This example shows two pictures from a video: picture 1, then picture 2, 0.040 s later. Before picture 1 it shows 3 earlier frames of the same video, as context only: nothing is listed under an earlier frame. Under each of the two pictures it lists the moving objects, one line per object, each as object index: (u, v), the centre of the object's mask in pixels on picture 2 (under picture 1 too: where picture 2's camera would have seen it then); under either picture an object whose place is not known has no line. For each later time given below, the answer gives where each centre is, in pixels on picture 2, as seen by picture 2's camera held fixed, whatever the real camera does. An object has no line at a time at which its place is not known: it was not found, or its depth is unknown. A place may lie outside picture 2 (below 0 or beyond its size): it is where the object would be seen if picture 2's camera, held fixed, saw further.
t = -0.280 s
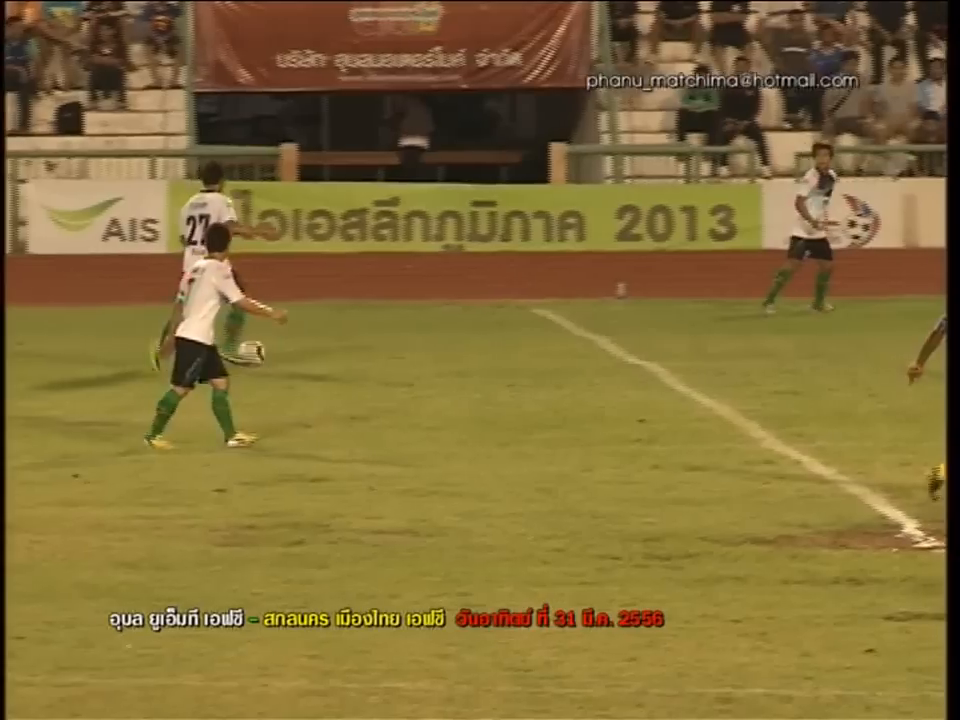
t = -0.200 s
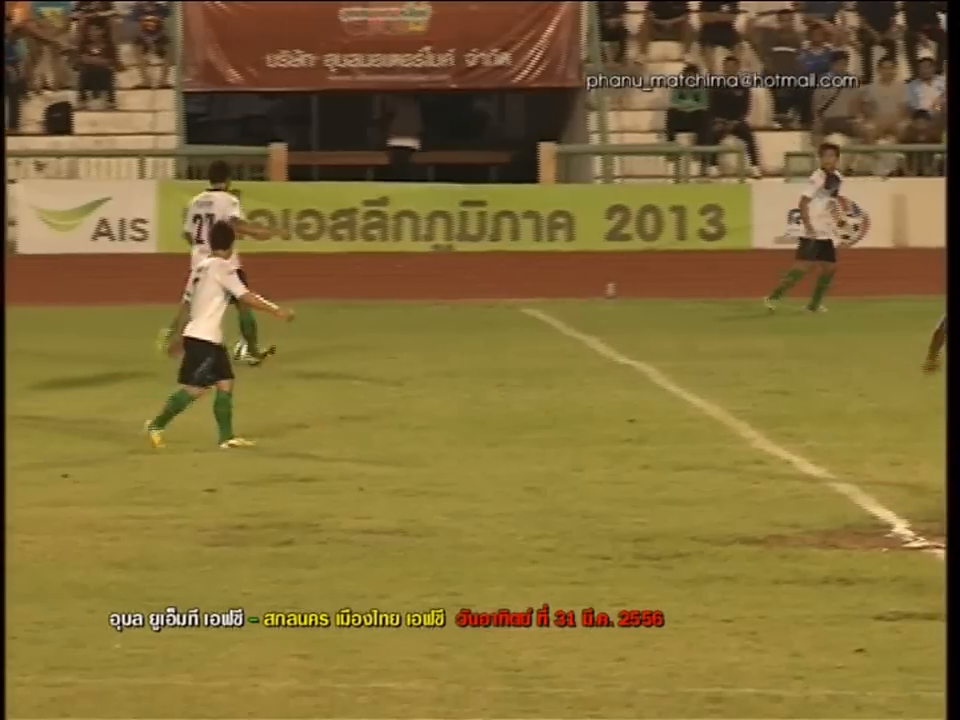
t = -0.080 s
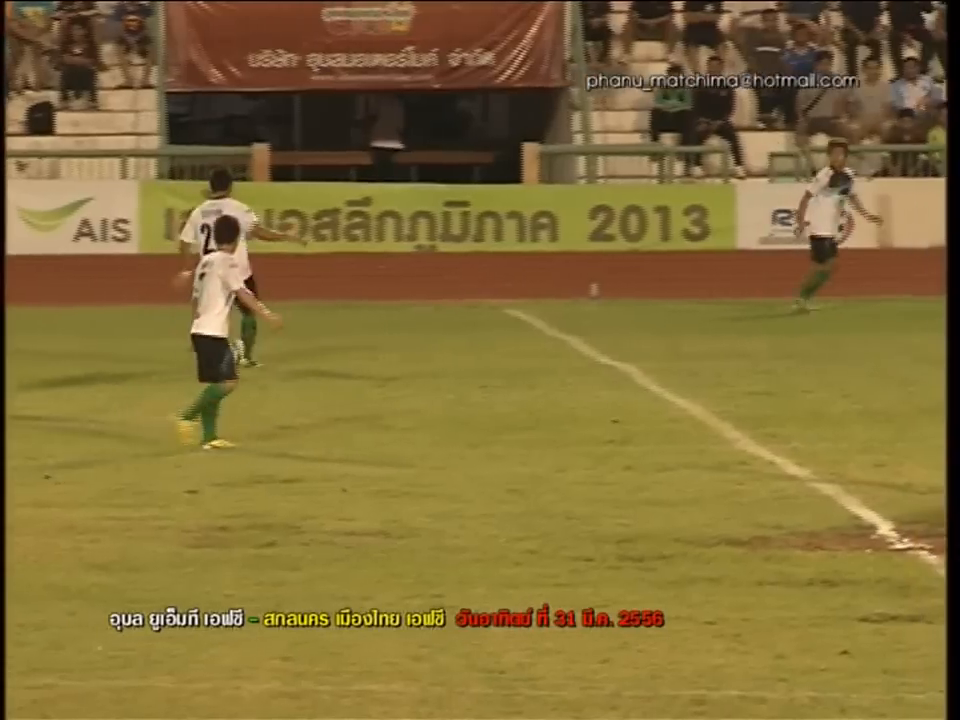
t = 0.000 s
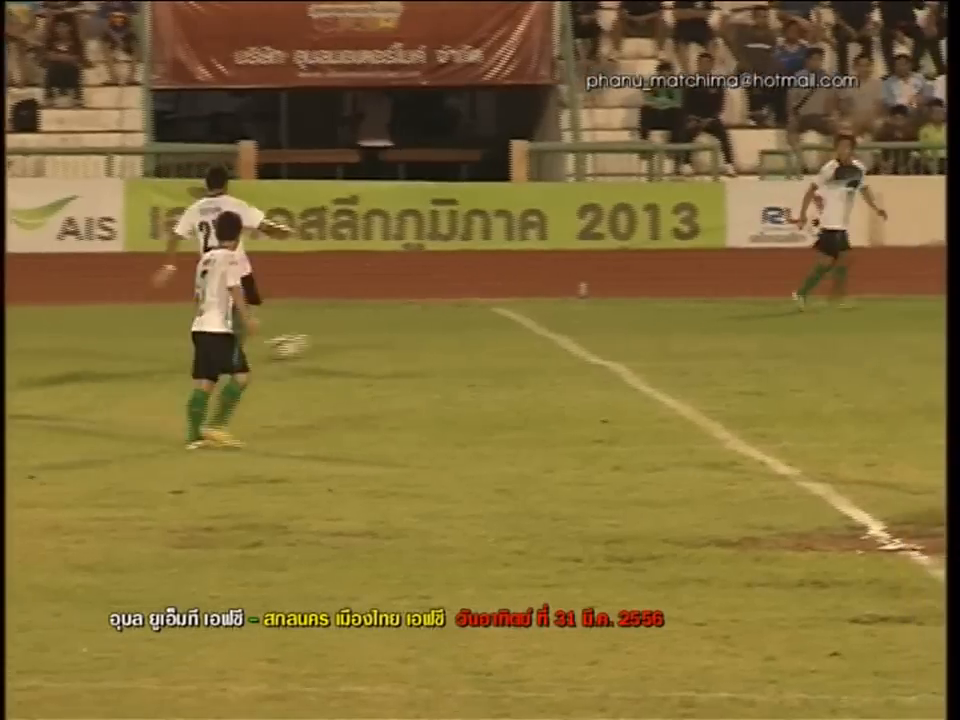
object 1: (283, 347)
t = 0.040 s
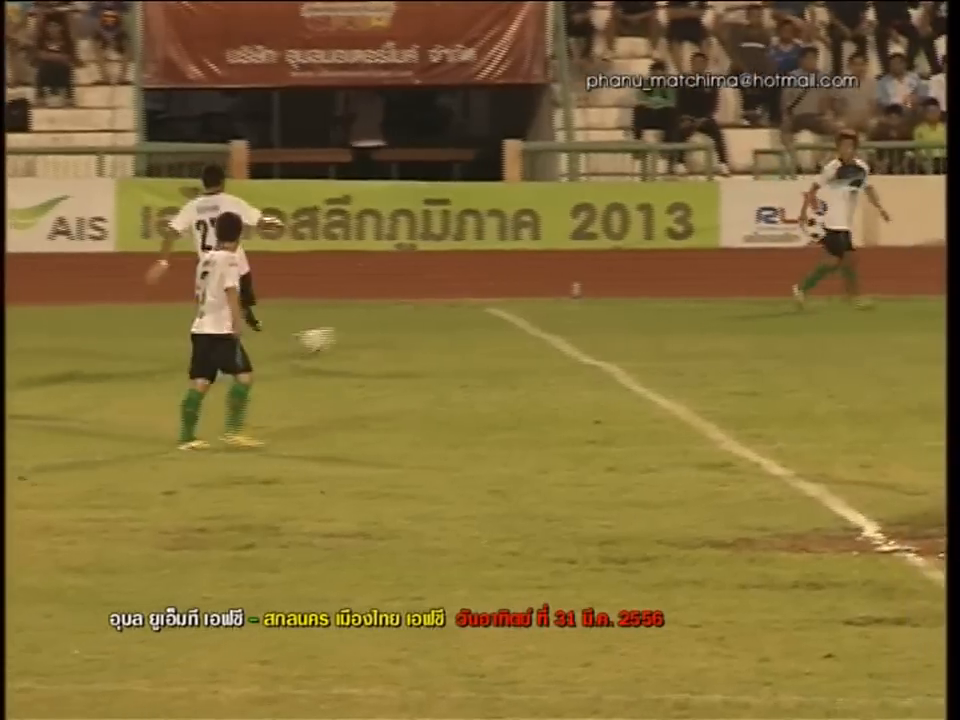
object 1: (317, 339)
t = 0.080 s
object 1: (345, 336)
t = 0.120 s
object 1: (376, 334)
